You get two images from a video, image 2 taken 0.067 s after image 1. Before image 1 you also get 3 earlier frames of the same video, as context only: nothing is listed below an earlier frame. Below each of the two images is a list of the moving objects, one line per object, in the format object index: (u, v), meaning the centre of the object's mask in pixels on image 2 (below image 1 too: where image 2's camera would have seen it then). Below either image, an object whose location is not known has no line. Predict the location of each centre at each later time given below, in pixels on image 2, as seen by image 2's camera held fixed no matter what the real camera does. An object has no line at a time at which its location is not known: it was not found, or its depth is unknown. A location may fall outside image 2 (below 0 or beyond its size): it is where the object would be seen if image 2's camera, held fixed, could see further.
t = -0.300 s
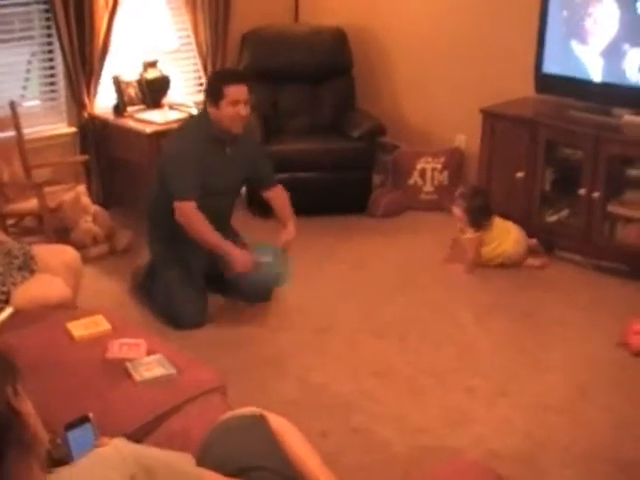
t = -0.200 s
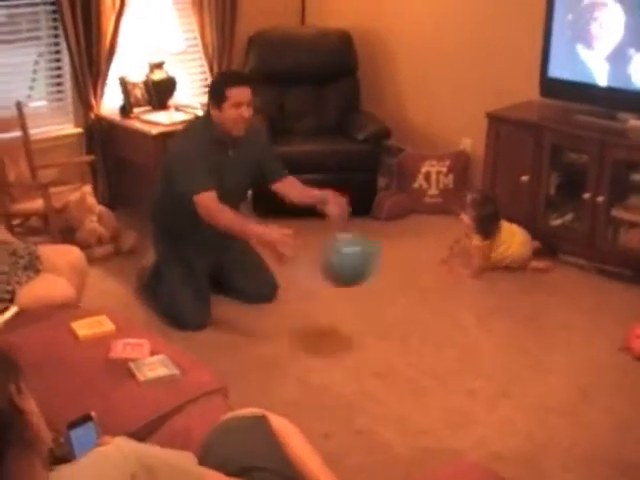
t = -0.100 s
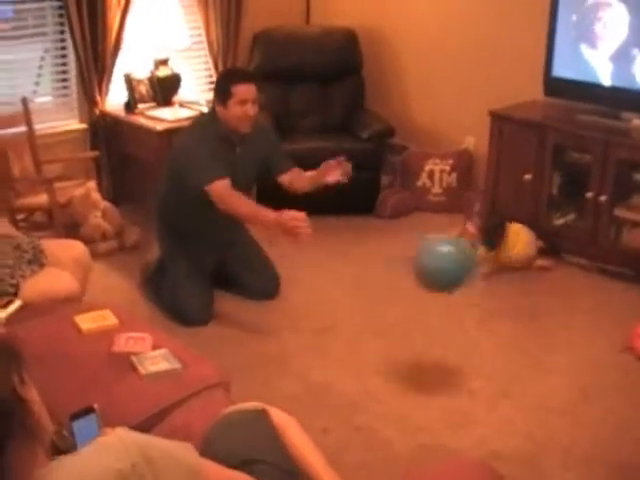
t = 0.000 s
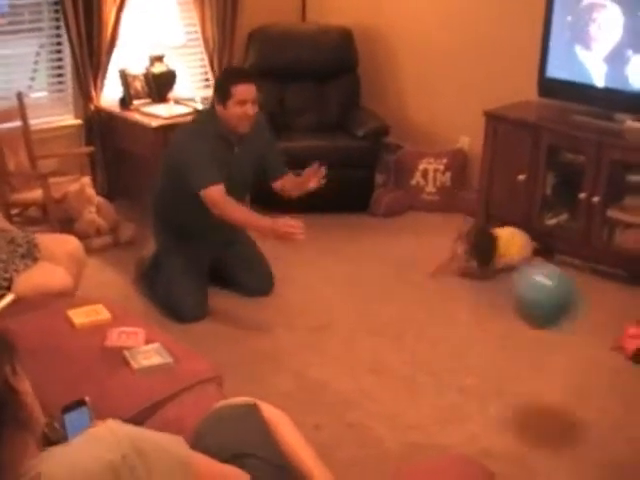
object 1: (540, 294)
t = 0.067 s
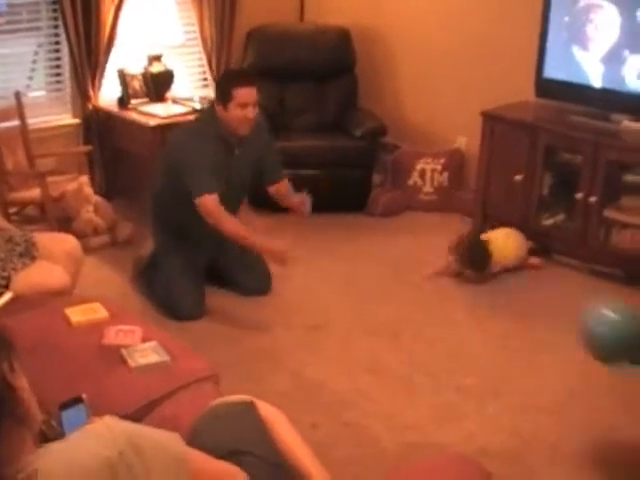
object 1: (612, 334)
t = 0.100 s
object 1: (630, 353)
